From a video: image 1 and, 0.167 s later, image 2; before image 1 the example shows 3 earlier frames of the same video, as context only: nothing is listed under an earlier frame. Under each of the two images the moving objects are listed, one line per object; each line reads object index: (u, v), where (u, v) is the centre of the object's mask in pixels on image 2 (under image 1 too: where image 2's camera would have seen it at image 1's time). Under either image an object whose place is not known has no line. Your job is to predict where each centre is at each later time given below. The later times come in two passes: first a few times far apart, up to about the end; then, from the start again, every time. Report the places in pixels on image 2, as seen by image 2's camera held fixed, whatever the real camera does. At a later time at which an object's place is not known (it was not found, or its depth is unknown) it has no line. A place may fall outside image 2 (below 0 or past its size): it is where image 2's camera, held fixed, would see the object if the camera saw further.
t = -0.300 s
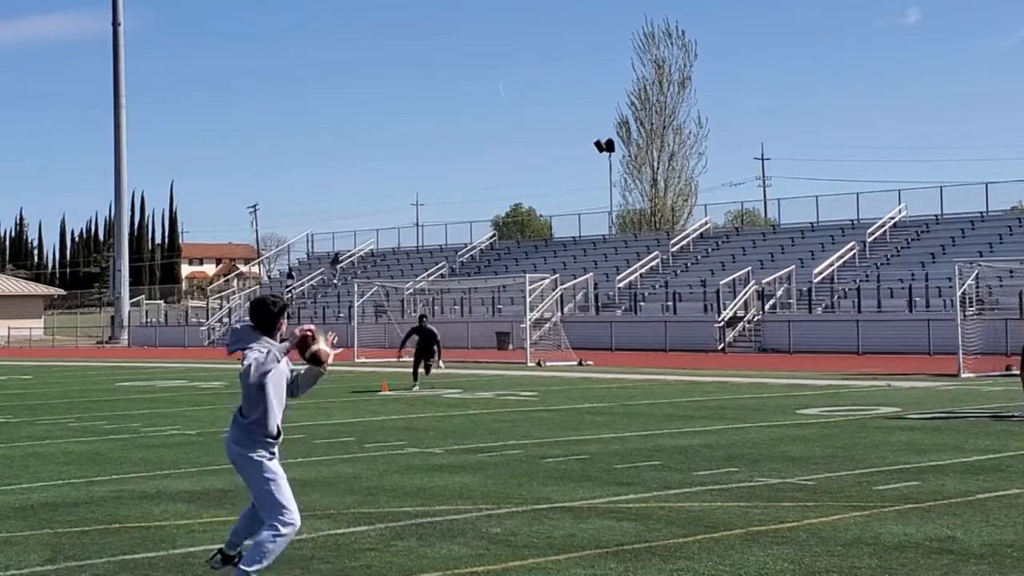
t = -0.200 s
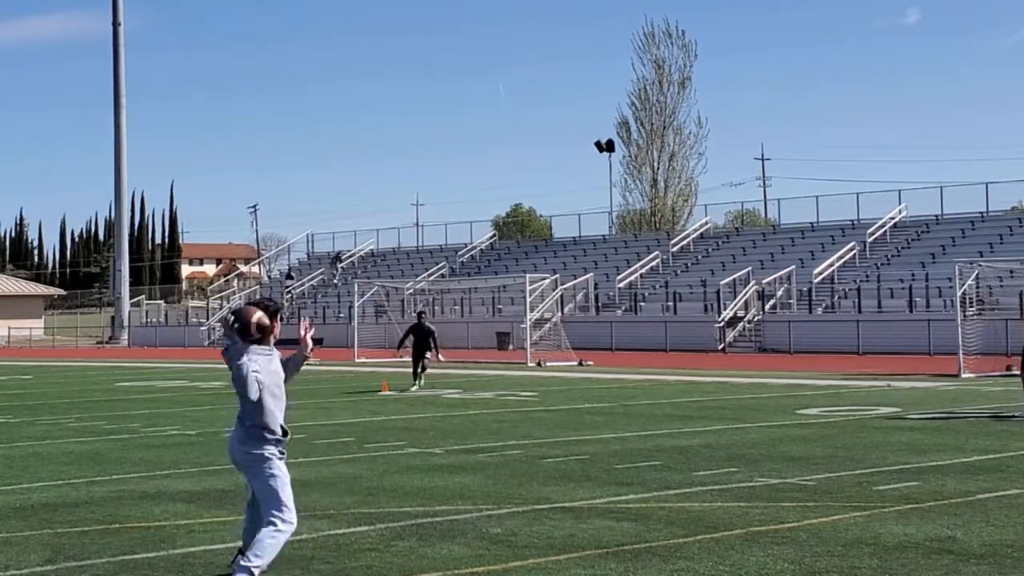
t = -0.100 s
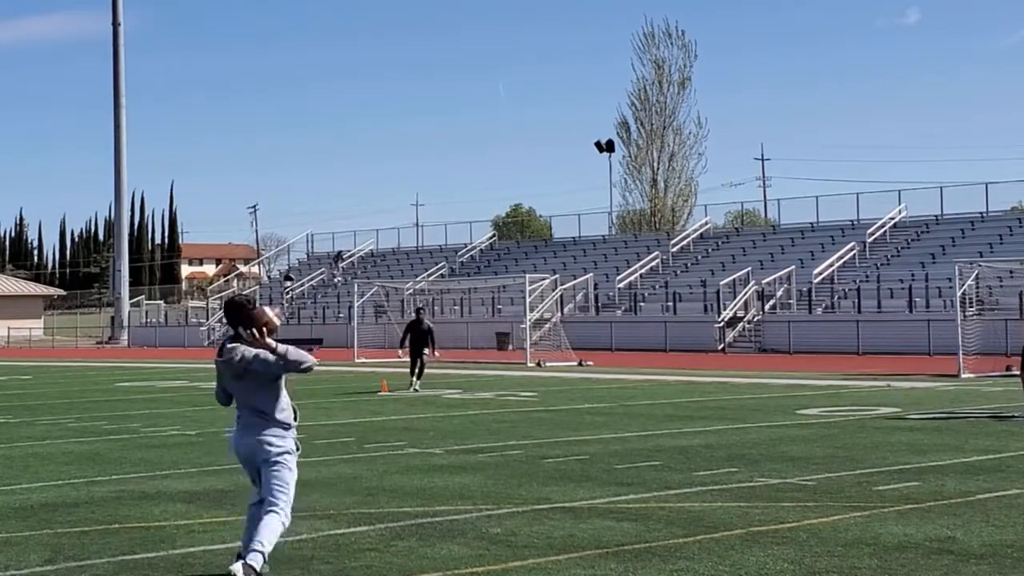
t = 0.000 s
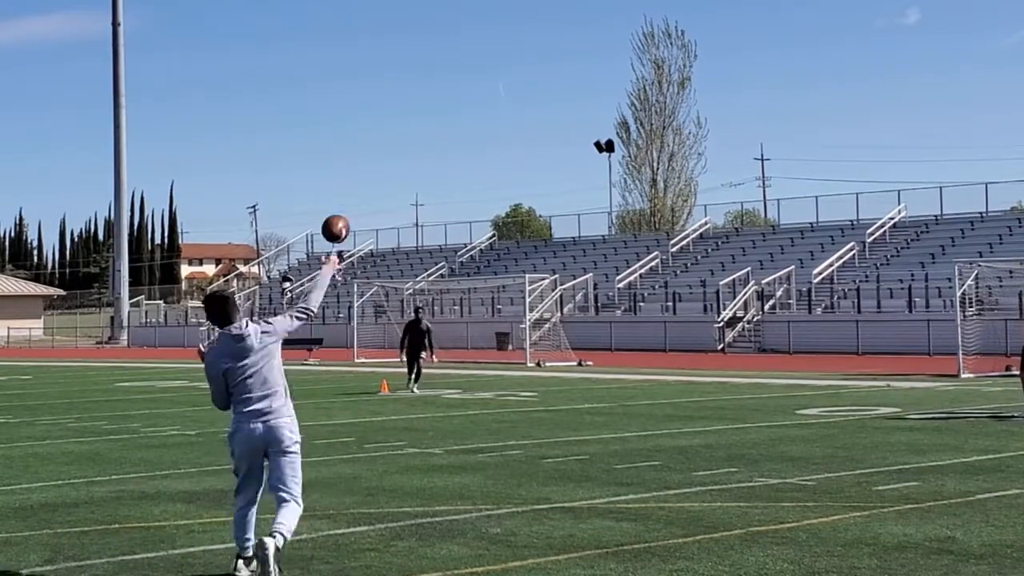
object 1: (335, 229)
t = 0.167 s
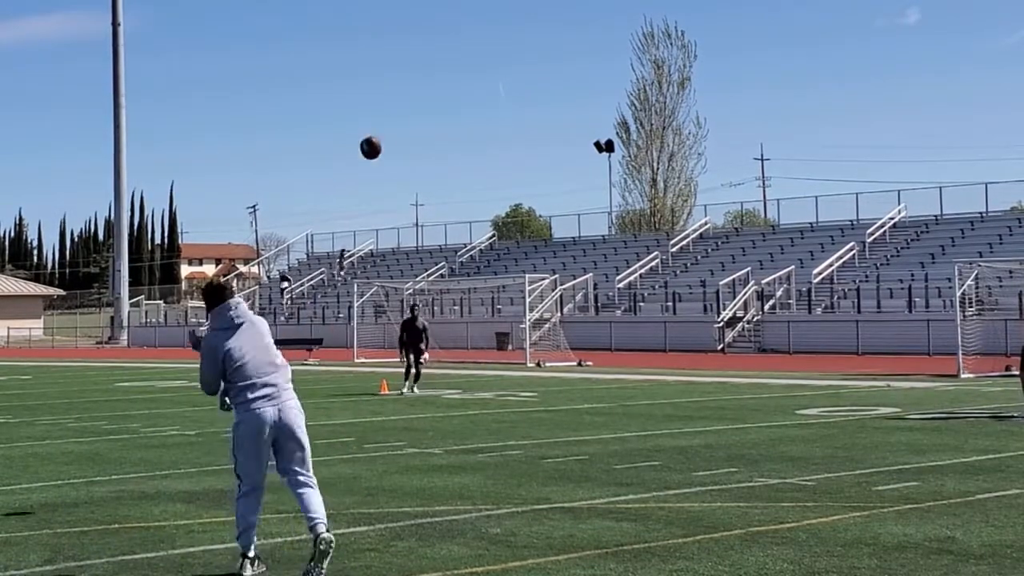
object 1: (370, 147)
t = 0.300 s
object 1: (393, 128)
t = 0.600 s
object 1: (433, 149)
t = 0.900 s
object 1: (464, 218)
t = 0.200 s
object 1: (376, 140)
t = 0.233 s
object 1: (382, 134)
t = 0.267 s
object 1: (388, 130)
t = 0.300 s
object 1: (393, 128)
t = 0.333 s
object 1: (398, 126)
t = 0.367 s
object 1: (403, 125)
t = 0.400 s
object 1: (408, 126)
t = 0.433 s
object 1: (413, 129)
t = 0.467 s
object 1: (417, 131)
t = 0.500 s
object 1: (421, 135)
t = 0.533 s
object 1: (426, 139)
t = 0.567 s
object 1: (430, 144)
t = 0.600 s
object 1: (433, 149)
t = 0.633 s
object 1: (437, 155)
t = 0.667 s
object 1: (441, 162)
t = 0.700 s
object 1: (445, 169)
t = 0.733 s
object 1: (448, 176)
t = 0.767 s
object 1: (452, 183)
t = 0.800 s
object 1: (455, 192)
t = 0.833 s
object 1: (458, 201)
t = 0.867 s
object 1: (460, 209)
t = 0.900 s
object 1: (464, 218)
